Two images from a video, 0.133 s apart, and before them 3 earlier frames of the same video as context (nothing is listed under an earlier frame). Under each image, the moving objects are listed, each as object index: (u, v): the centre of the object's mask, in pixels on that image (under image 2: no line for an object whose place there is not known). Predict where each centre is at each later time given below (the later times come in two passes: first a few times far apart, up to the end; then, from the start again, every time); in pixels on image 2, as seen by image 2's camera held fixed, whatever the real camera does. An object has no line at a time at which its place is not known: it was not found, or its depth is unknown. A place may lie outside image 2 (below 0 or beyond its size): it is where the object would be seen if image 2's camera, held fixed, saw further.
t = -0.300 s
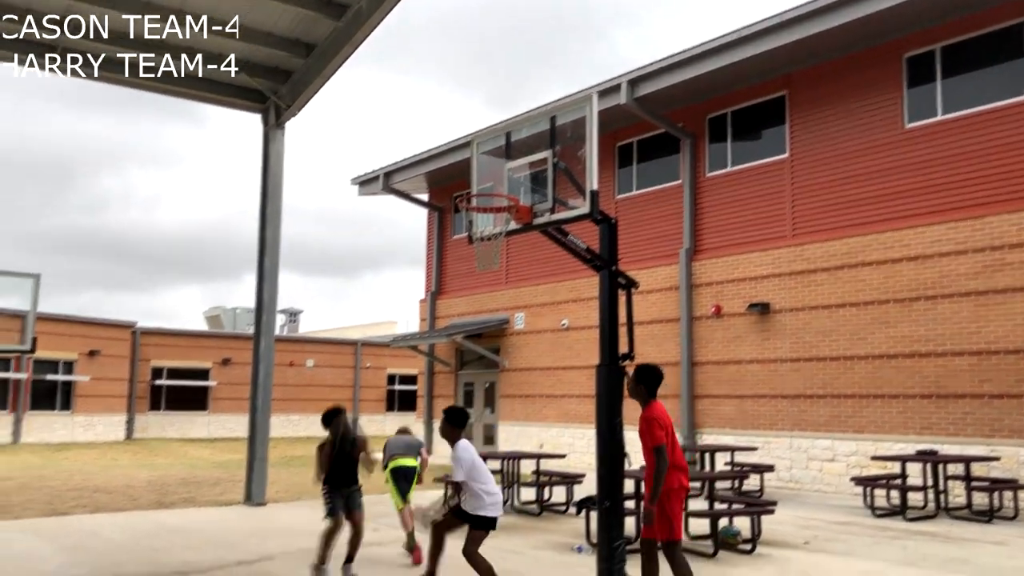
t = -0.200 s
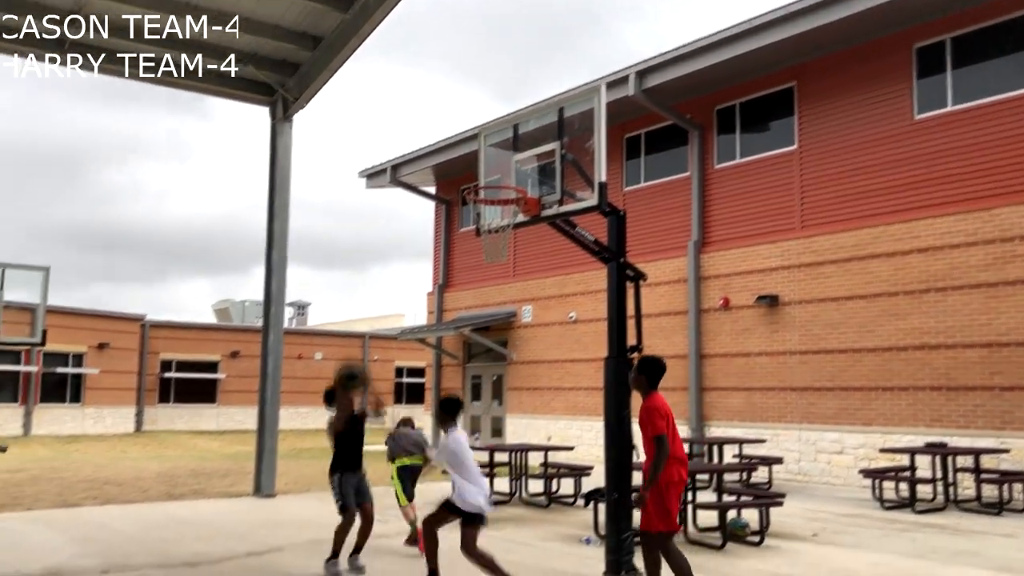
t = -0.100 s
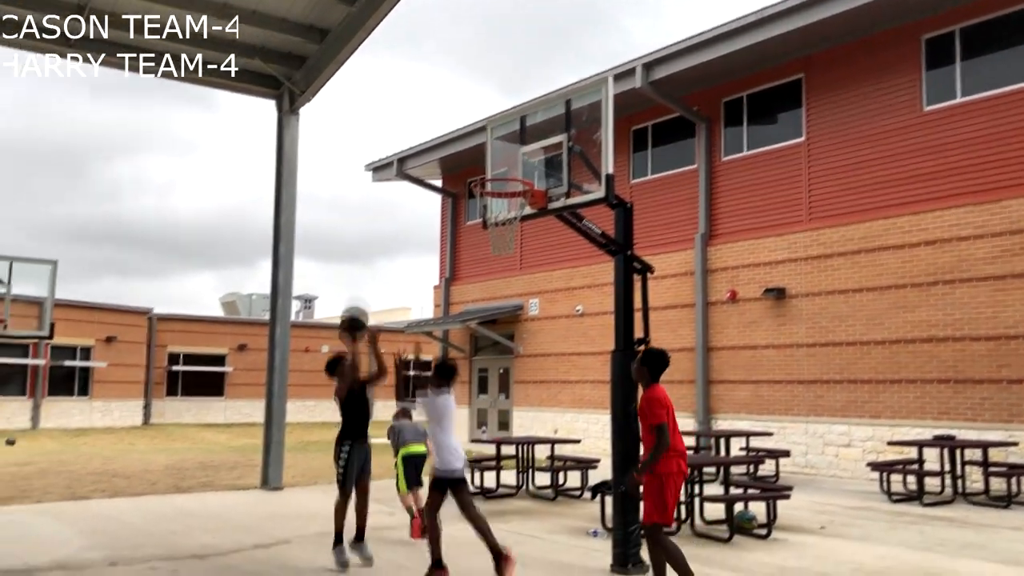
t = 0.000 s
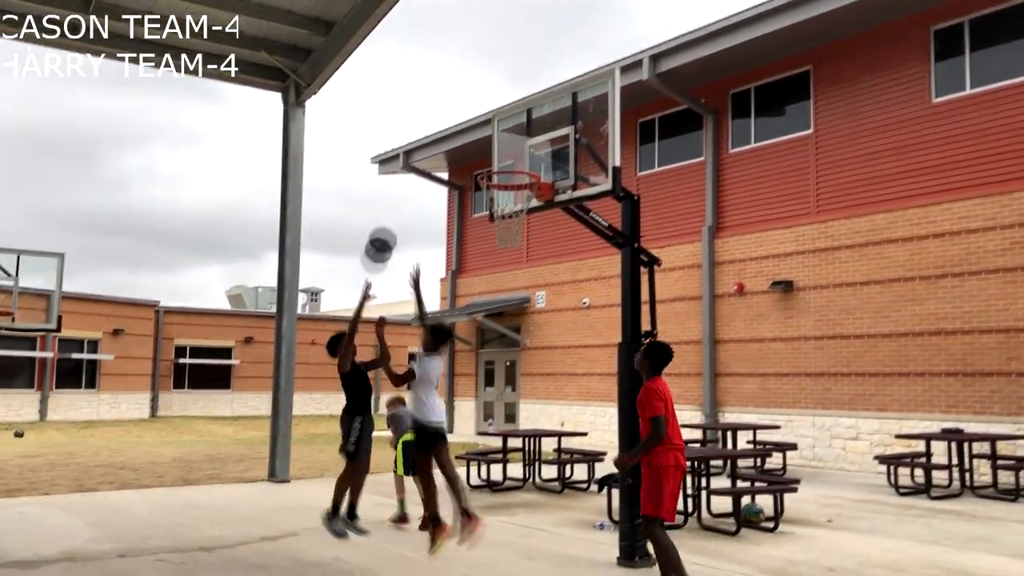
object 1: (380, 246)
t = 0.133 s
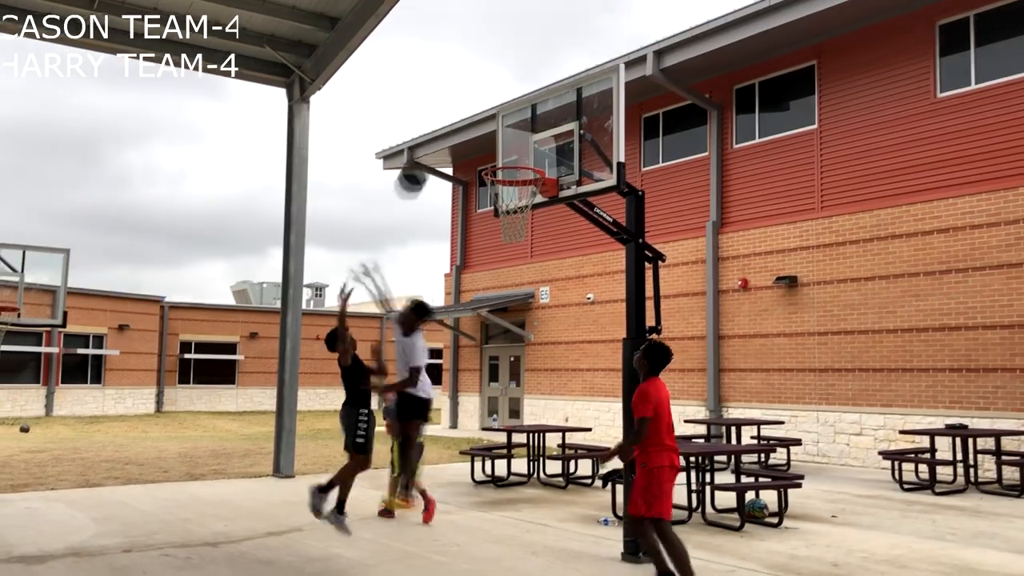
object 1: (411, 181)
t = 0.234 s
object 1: (434, 142)
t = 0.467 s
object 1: (487, 98)
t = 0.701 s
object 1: (538, 117)
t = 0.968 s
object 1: (531, 127)
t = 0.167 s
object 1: (419, 164)
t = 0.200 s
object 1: (424, 157)
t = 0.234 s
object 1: (434, 142)
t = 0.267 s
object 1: (442, 130)
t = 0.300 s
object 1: (451, 121)
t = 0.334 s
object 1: (457, 116)
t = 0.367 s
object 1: (463, 109)
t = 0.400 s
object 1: (471, 104)
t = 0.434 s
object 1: (480, 100)
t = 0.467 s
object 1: (487, 98)
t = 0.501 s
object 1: (492, 97)
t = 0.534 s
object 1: (500, 97)
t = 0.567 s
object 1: (507, 98)
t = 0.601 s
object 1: (516, 101)
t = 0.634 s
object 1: (523, 106)
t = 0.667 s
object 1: (529, 110)
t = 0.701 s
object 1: (538, 117)
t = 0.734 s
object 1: (541, 125)
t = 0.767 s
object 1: (542, 134)
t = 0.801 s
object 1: (543, 138)
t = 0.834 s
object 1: (544, 149)
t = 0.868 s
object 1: (542, 154)
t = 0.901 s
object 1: (536, 141)
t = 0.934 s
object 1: (534, 134)
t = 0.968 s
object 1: (531, 127)
